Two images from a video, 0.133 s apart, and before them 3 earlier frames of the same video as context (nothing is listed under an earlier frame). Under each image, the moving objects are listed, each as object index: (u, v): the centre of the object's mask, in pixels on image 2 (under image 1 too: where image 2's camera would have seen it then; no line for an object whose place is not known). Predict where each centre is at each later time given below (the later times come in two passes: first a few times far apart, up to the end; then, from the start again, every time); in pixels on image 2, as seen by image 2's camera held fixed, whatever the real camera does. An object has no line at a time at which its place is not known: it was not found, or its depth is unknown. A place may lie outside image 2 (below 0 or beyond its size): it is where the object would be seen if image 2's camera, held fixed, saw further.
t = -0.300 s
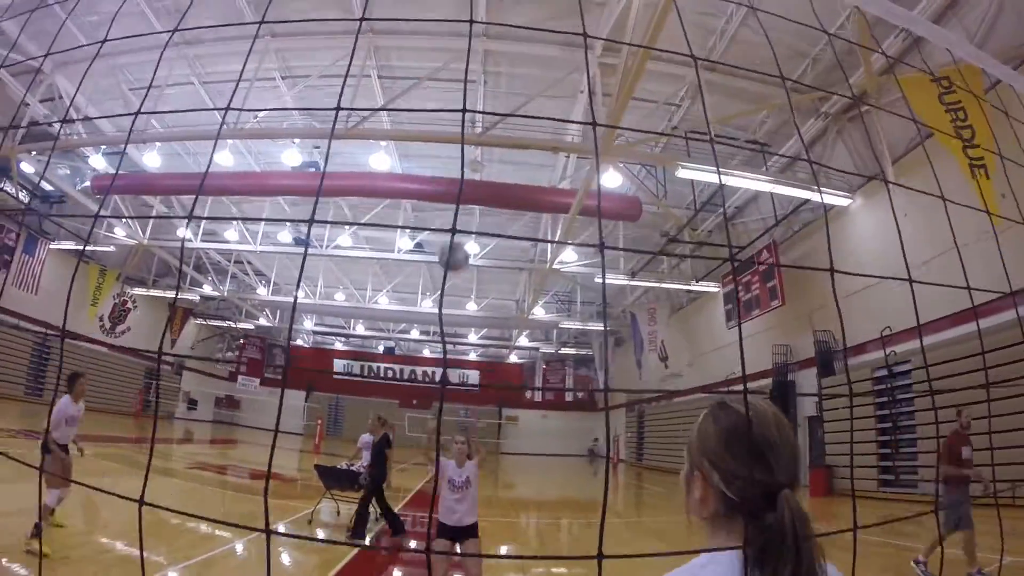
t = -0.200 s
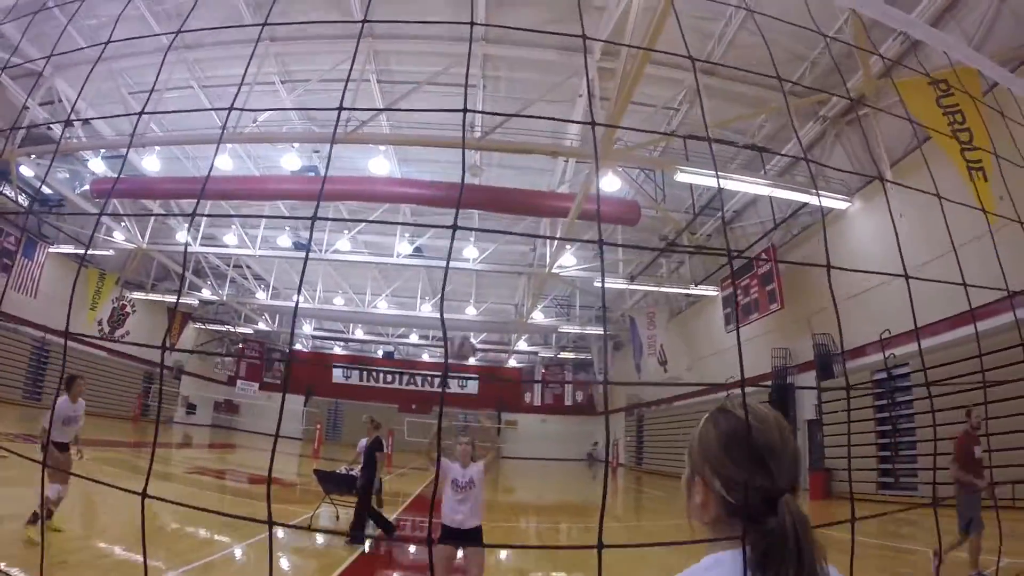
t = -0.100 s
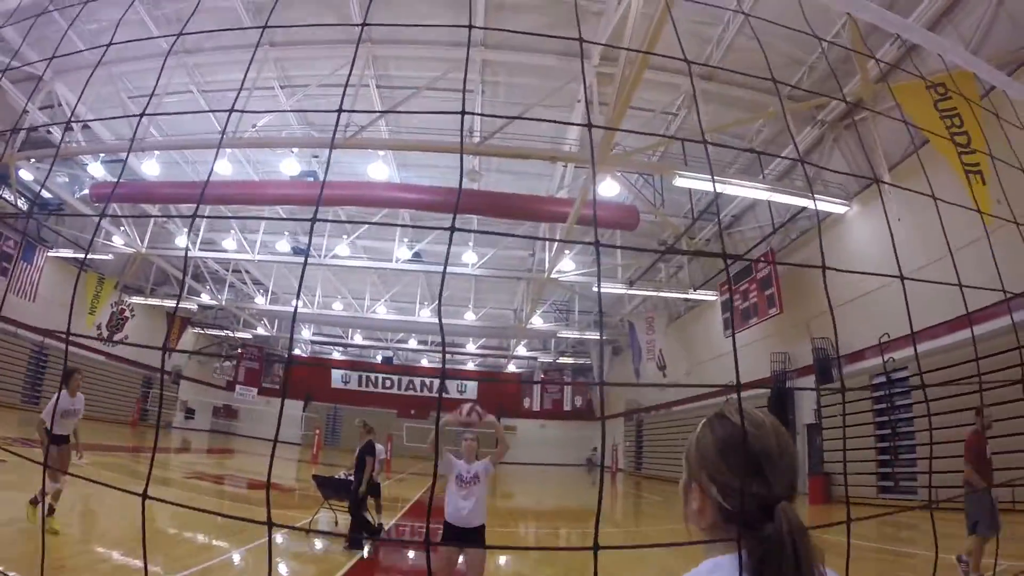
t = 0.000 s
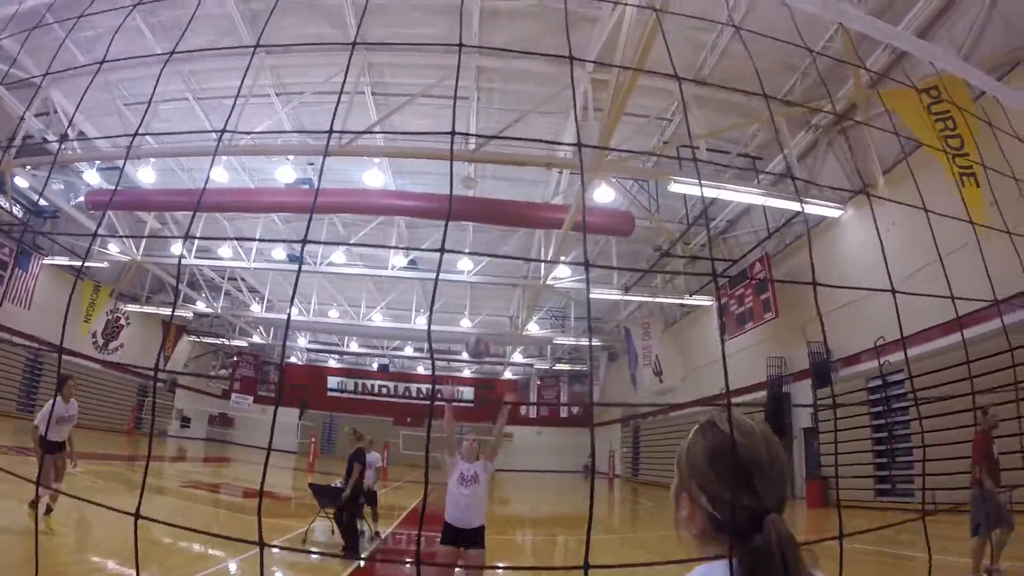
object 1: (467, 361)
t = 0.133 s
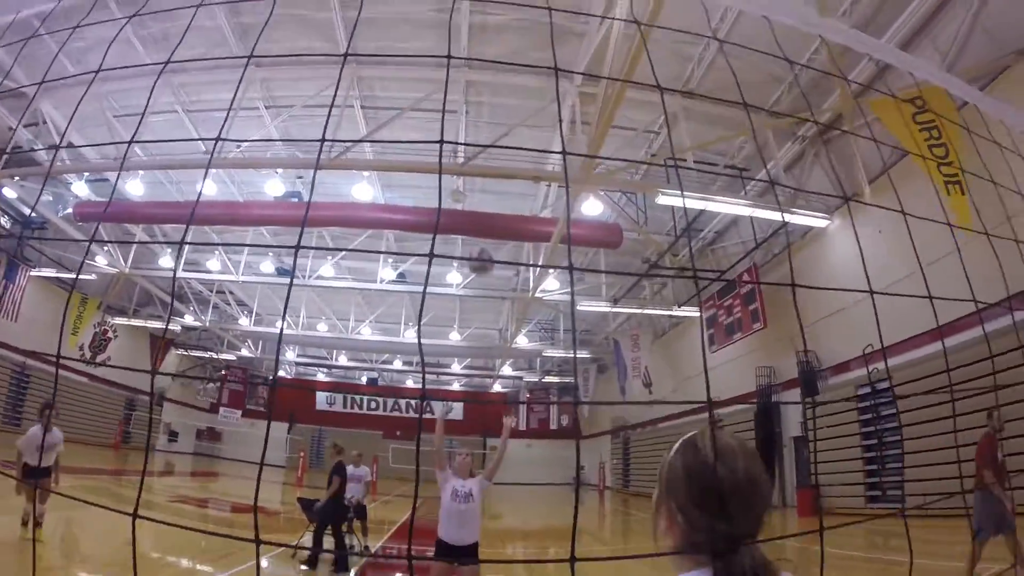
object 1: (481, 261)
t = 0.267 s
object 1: (492, 183)
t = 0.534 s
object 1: (518, 64)
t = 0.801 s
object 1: (556, -14)
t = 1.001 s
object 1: (604, -19)
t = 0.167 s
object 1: (484, 238)
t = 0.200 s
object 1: (487, 219)
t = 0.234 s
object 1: (490, 199)
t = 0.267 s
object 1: (492, 183)
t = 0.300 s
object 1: (496, 162)
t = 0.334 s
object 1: (499, 146)
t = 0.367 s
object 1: (502, 131)
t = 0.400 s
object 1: (506, 116)
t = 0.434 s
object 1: (508, 102)
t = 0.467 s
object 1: (512, 87)
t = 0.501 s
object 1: (515, 75)
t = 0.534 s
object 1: (518, 64)
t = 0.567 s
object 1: (522, 55)
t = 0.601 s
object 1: (525, 44)
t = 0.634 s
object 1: (530, 34)
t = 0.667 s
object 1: (534, 26)
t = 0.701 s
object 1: (539, 20)
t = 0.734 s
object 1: (544, 18)
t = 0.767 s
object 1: (548, 20)
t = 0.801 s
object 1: (556, -14)
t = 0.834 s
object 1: (561, -15)
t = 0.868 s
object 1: (567, -17)
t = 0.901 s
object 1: (574, -18)
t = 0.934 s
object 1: (582, -20)
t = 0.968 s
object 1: (592, -20)
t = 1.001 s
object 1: (604, -19)
